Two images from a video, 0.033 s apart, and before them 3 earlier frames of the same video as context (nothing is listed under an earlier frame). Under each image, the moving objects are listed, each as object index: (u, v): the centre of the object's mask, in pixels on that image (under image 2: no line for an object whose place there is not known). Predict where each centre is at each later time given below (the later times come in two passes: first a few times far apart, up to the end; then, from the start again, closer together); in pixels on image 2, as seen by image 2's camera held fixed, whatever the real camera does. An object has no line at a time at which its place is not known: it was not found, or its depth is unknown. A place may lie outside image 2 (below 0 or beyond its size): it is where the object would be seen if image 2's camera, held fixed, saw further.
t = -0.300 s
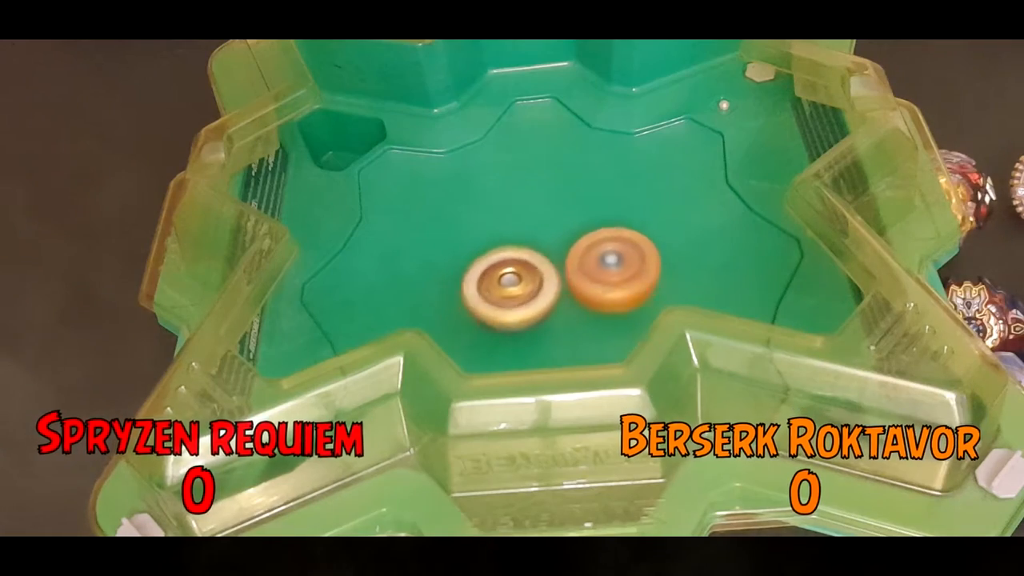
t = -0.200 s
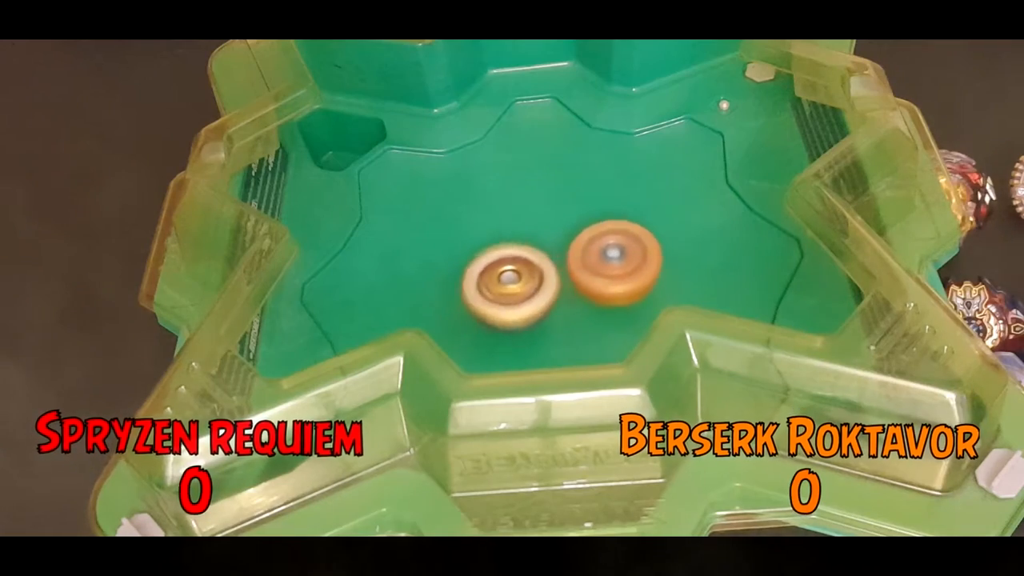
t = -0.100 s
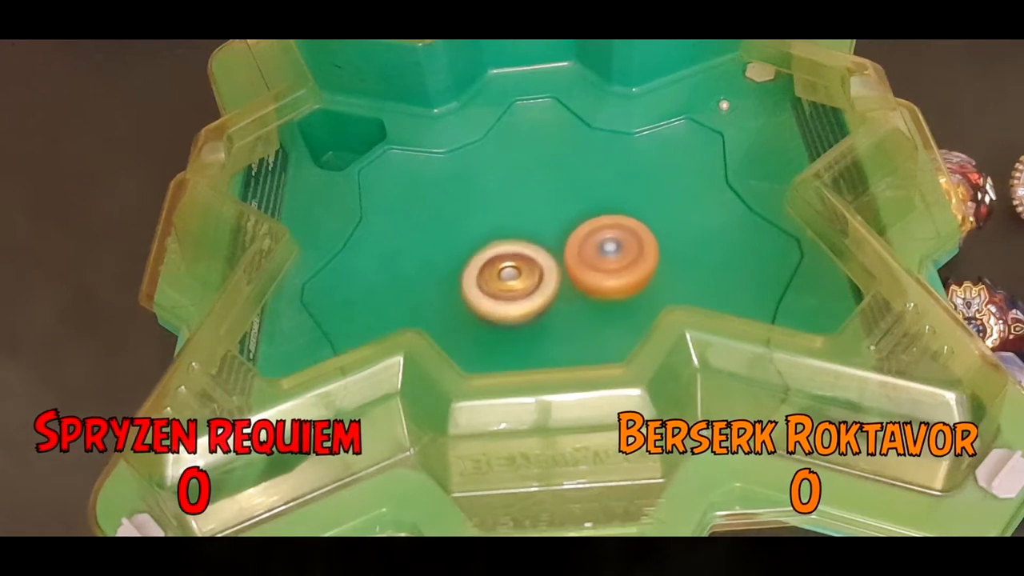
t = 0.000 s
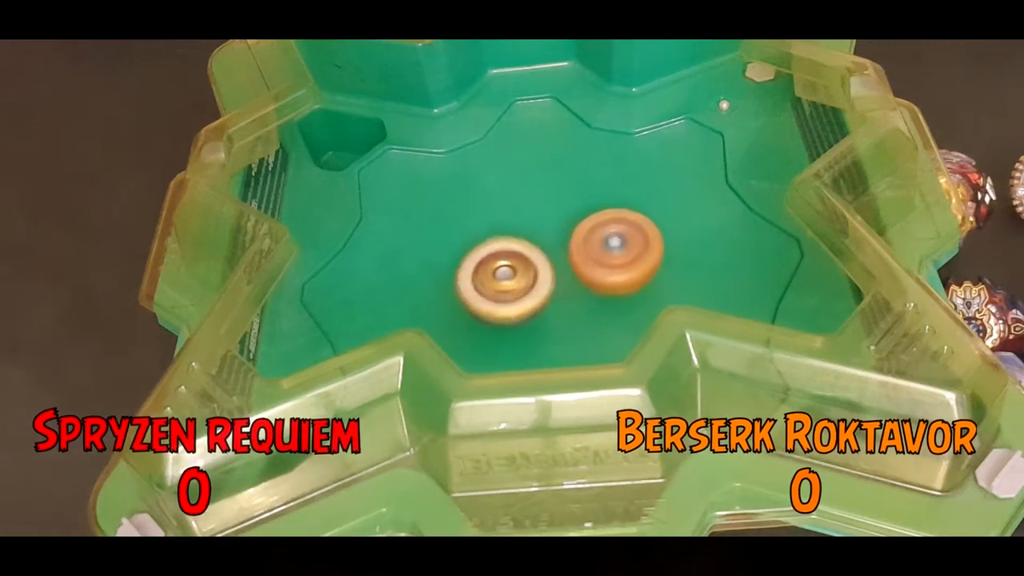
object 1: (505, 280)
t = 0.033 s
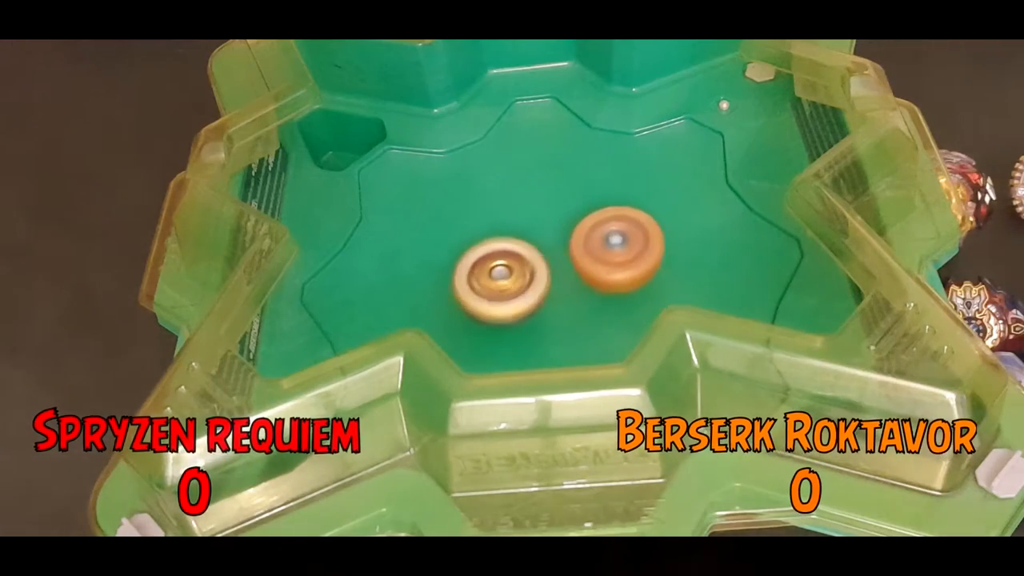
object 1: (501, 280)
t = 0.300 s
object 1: (496, 278)
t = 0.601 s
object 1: (500, 285)
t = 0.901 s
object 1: (490, 301)
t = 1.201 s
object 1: (522, 297)
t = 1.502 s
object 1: (520, 289)
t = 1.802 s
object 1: (505, 286)
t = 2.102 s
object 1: (495, 286)
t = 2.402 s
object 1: (498, 291)
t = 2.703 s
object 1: (502, 295)
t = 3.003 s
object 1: (502, 296)
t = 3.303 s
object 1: (513, 289)
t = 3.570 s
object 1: (498, 291)
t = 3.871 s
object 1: (505, 290)
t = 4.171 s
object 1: (493, 291)
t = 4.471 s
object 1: (501, 285)
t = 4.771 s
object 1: (499, 288)
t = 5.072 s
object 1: (502, 290)
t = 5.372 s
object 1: (512, 287)
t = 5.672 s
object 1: (512, 287)
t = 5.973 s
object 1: (507, 302)
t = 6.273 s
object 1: (525, 301)
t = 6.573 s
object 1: (523, 294)
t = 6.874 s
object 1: (517, 290)
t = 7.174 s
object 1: (519, 298)
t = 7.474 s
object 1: (531, 301)
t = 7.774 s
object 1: (542, 302)
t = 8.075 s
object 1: (545, 300)
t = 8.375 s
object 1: (545, 307)
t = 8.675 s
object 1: (550, 305)
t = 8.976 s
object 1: (546, 298)
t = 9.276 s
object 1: (549, 303)
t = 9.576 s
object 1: (559, 300)
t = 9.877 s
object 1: (556, 296)
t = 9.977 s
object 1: (557, 299)
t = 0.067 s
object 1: (498, 278)
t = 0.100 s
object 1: (497, 278)
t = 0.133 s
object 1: (496, 278)
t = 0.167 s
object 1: (495, 278)
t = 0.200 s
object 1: (494, 278)
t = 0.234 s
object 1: (494, 278)
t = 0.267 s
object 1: (495, 278)
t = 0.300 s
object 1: (496, 278)
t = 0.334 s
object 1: (497, 278)
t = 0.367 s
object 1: (499, 278)
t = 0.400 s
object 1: (502, 278)
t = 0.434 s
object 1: (501, 280)
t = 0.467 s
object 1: (501, 282)
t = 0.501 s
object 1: (501, 281)
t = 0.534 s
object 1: (500, 283)
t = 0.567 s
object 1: (500, 284)
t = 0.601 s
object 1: (500, 285)
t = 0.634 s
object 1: (500, 285)
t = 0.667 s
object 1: (503, 286)
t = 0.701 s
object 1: (503, 287)
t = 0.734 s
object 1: (495, 293)
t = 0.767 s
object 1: (491, 295)
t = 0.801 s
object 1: (489, 297)
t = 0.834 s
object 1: (488, 298)
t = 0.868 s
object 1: (488, 300)
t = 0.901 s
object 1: (490, 301)
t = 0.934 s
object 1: (491, 302)
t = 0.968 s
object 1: (494, 303)
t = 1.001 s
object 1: (496, 303)
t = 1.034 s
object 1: (500, 303)
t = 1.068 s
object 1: (504, 302)
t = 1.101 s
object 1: (508, 302)
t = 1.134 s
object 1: (513, 300)
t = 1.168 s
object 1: (518, 298)
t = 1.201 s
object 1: (522, 297)
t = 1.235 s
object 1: (520, 297)
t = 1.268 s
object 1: (522, 295)
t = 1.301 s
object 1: (523, 293)
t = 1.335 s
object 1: (521, 294)
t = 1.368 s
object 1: (520, 294)
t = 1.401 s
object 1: (519, 292)
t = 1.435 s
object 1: (520, 292)
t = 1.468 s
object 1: (519, 291)
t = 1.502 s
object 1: (520, 289)
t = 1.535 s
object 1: (519, 289)
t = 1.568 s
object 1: (513, 290)
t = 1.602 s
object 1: (510, 290)
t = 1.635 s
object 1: (508, 289)
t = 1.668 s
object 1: (506, 288)
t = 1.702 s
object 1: (505, 287)
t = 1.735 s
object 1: (505, 287)
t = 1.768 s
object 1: (505, 287)
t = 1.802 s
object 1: (505, 286)
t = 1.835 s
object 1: (506, 285)
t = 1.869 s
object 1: (506, 285)
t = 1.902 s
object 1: (501, 286)
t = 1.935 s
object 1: (498, 286)
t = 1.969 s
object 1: (496, 285)
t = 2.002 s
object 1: (494, 286)
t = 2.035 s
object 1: (493, 285)
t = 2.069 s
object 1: (494, 286)
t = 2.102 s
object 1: (495, 286)
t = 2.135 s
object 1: (495, 286)
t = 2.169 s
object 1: (497, 286)
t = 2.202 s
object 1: (499, 286)
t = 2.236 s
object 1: (497, 289)
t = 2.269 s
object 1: (496, 290)
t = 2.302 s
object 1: (496, 290)
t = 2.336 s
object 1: (496, 291)
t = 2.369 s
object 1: (498, 290)
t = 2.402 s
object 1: (498, 291)
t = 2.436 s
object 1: (495, 293)
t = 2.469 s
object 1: (494, 294)
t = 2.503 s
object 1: (494, 294)
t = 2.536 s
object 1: (494, 295)
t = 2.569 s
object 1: (496, 294)
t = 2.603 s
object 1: (498, 294)
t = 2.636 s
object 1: (500, 294)
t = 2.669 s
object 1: (503, 294)
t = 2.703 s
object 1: (502, 295)
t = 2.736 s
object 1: (504, 295)
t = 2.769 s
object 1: (504, 294)
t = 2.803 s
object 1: (506, 293)
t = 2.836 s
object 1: (508, 293)
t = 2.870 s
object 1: (506, 294)
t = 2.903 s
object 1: (503, 296)
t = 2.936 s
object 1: (502, 296)
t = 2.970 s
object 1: (502, 296)
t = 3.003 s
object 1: (502, 296)
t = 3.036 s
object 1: (503, 296)
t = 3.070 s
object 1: (506, 295)
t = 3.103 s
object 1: (508, 294)
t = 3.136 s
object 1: (510, 293)
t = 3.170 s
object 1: (513, 292)
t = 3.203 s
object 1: (514, 291)
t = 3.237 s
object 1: (513, 291)
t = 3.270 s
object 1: (513, 290)
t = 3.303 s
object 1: (513, 289)
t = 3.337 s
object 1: (515, 288)
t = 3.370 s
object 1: (515, 287)
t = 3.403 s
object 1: (508, 290)
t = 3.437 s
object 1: (503, 291)
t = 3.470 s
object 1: (502, 291)
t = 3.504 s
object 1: (499, 290)
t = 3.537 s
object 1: (498, 291)
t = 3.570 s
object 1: (498, 291)
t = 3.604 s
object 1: (498, 292)
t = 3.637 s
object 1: (498, 292)
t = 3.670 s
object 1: (498, 292)
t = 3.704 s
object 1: (499, 292)
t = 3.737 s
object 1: (501, 292)
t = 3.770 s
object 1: (502, 291)
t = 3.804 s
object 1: (505, 291)
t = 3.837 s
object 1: (505, 291)
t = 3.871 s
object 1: (505, 290)
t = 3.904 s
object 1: (504, 290)
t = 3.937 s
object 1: (497, 292)
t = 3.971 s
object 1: (495, 292)
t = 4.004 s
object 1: (493, 292)
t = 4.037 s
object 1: (491, 291)
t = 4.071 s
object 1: (491, 291)
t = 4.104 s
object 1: (491, 291)
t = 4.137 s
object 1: (492, 291)
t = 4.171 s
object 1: (493, 291)
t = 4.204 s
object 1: (494, 291)
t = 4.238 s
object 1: (497, 290)
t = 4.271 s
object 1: (499, 289)
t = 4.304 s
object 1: (501, 288)
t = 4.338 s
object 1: (503, 287)
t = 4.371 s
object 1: (503, 287)
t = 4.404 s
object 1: (502, 287)
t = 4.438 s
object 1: (502, 287)
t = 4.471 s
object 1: (501, 285)
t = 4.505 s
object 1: (502, 285)
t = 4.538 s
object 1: (503, 285)
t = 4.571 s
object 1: (500, 287)
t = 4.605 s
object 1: (498, 287)
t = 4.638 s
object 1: (498, 287)
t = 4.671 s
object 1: (498, 288)
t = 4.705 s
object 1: (498, 288)
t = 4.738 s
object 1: (499, 288)
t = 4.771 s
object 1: (499, 288)
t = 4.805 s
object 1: (502, 287)
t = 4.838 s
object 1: (504, 288)
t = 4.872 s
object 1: (506, 287)
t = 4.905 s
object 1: (504, 288)
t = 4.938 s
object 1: (501, 291)
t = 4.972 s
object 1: (501, 291)
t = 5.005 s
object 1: (500, 290)
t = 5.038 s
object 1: (500, 290)
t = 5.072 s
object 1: (502, 290)
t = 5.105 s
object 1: (503, 289)
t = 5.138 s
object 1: (505, 289)
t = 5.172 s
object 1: (507, 288)
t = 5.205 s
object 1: (509, 287)
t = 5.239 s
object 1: (511, 286)
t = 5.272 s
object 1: (511, 287)
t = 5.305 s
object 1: (513, 286)
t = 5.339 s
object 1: (512, 287)
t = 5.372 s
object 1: (512, 287)
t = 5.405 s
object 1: (511, 287)
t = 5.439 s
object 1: (511, 286)
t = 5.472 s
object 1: (511, 287)
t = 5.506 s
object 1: (511, 286)
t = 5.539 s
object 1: (511, 288)
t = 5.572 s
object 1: (510, 288)
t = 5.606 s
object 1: (511, 287)
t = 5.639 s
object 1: (510, 287)
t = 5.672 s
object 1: (512, 287)
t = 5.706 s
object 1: (512, 288)
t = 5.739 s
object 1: (513, 288)
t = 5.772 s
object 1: (513, 288)
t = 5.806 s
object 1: (510, 292)
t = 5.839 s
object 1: (506, 297)
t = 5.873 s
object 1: (506, 299)
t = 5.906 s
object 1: (506, 300)
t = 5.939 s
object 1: (506, 301)
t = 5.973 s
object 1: (507, 302)
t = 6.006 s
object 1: (510, 303)
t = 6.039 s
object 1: (513, 303)
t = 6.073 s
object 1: (515, 303)
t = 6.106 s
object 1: (519, 302)
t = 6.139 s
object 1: (522, 300)
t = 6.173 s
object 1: (525, 298)
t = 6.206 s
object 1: (527, 297)
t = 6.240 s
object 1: (526, 300)
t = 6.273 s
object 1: (525, 301)
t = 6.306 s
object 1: (525, 299)
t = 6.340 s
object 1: (524, 298)
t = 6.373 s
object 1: (525, 297)
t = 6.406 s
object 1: (525, 296)
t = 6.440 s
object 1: (526, 294)
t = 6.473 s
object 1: (525, 292)
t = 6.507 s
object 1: (525, 291)
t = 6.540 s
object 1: (523, 293)
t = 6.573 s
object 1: (523, 294)
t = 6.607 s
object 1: (521, 292)
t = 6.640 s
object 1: (519, 293)
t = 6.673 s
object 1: (517, 293)
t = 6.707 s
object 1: (517, 294)
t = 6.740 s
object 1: (517, 293)
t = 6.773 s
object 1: (516, 293)
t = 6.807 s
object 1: (515, 292)
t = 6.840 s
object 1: (516, 292)
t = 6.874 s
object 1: (517, 290)
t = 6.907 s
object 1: (517, 291)
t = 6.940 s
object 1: (517, 291)
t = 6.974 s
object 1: (518, 293)
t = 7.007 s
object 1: (518, 293)
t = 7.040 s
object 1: (518, 294)
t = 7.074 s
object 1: (517, 294)
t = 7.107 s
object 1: (517, 297)
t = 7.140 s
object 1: (519, 297)
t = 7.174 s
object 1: (519, 298)
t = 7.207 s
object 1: (518, 301)
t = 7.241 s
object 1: (518, 303)
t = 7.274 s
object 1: (521, 303)
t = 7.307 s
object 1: (520, 303)
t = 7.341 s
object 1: (522, 304)
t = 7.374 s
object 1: (524, 304)
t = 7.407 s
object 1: (527, 302)
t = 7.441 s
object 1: (528, 301)
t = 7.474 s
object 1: (531, 301)
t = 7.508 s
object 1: (533, 301)
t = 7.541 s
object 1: (536, 301)
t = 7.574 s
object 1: (536, 302)
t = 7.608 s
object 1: (538, 304)
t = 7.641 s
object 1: (540, 304)
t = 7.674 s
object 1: (539, 304)
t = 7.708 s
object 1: (540, 304)
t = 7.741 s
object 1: (540, 303)
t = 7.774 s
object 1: (542, 302)
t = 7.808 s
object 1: (542, 302)
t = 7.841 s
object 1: (545, 303)
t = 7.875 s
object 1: (546, 301)
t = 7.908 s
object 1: (545, 301)
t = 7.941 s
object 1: (544, 301)
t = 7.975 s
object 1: (546, 304)
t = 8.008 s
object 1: (549, 302)
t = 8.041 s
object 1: (546, 300)
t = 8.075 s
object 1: (545, 300)
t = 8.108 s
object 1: (543, 300)
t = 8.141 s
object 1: (545, 300)
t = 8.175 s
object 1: (546, 299)
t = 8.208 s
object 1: (546, 302)
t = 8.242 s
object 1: (547, 304)
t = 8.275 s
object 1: (546, 306)
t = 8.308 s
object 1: (545, 306)
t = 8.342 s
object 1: (543, 307)
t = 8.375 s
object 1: (545, 307)
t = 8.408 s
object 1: (546, 306)
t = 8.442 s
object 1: (547, 306)
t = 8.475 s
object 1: (547, 305)
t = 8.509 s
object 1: (547, 304)
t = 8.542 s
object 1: (548, 302)
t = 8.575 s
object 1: (548, 305)
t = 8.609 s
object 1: (552, 305)
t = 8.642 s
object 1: (552, 304)
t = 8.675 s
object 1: (550, 305)
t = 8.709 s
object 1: (550, 304)
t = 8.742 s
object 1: (549, 305)
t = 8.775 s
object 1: (549, 302)
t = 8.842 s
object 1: (546, 300)
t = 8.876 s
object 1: (546, 300)
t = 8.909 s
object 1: (546, 299)
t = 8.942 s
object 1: (545, 299)
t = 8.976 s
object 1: (546, 298)
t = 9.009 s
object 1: (545, 300)
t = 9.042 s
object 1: (547, 303)
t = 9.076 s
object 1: (547, 304)
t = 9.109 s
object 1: (546, 304)
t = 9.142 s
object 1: (546, 305)
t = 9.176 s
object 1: (546, 305)
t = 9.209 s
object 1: (549, 305)
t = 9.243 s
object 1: (550, 303)
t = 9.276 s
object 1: (549, 303)
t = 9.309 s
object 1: (549, 301)
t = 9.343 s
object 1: (549, 301)
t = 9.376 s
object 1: (553, 301)
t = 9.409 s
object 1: (555, 300)
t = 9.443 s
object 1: (558, 302)
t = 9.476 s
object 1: (559, 300)
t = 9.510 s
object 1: (558, 300)
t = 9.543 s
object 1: (558, 300)
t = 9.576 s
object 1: (559, 300)
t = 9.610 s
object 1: (558, 299)
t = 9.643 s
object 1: (561, 296)
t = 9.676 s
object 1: (560, 295)
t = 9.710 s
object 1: (561, 298)
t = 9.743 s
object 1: (563, 296)
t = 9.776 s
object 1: (563, 294)
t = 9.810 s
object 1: (561, 294)
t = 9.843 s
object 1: (559, 295)
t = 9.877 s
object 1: (556, 296)
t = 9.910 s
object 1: (557, 296)
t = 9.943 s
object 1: (557, 295)
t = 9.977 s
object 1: (557, 299)
